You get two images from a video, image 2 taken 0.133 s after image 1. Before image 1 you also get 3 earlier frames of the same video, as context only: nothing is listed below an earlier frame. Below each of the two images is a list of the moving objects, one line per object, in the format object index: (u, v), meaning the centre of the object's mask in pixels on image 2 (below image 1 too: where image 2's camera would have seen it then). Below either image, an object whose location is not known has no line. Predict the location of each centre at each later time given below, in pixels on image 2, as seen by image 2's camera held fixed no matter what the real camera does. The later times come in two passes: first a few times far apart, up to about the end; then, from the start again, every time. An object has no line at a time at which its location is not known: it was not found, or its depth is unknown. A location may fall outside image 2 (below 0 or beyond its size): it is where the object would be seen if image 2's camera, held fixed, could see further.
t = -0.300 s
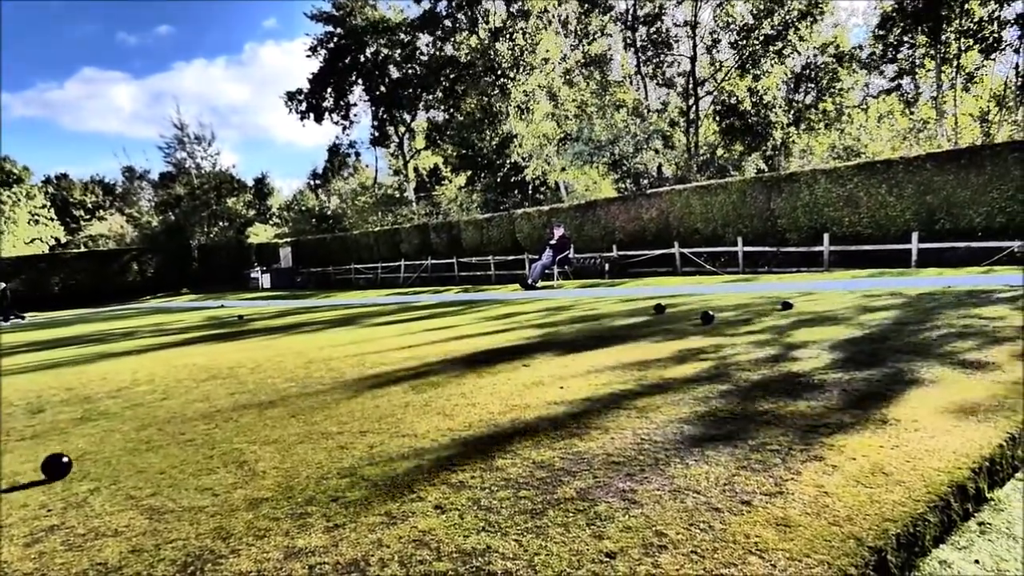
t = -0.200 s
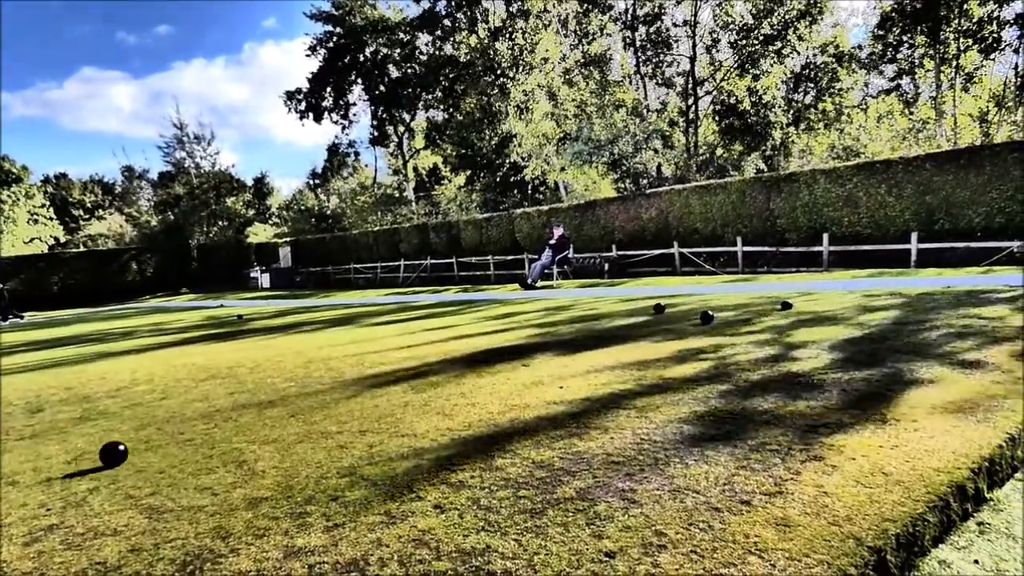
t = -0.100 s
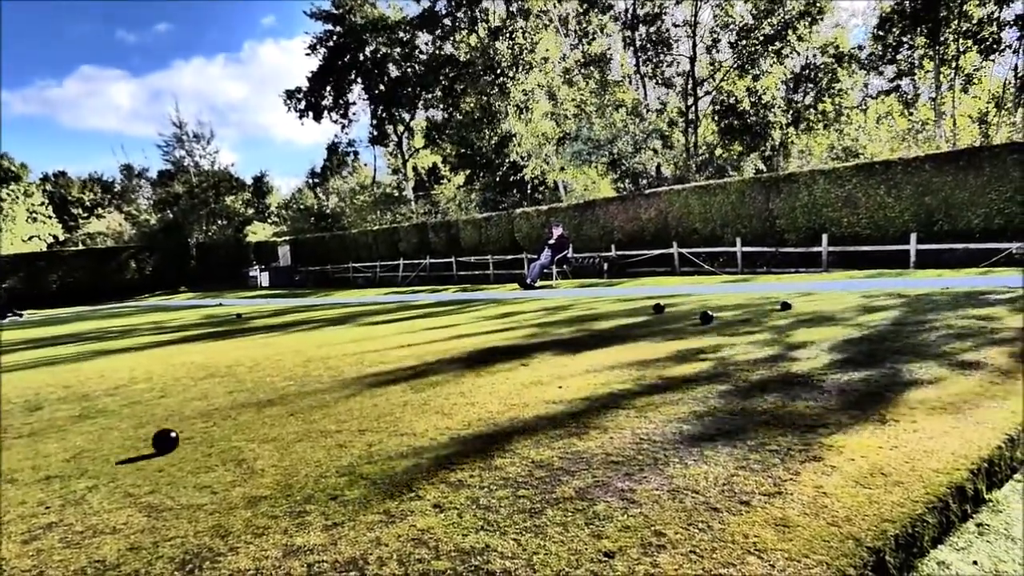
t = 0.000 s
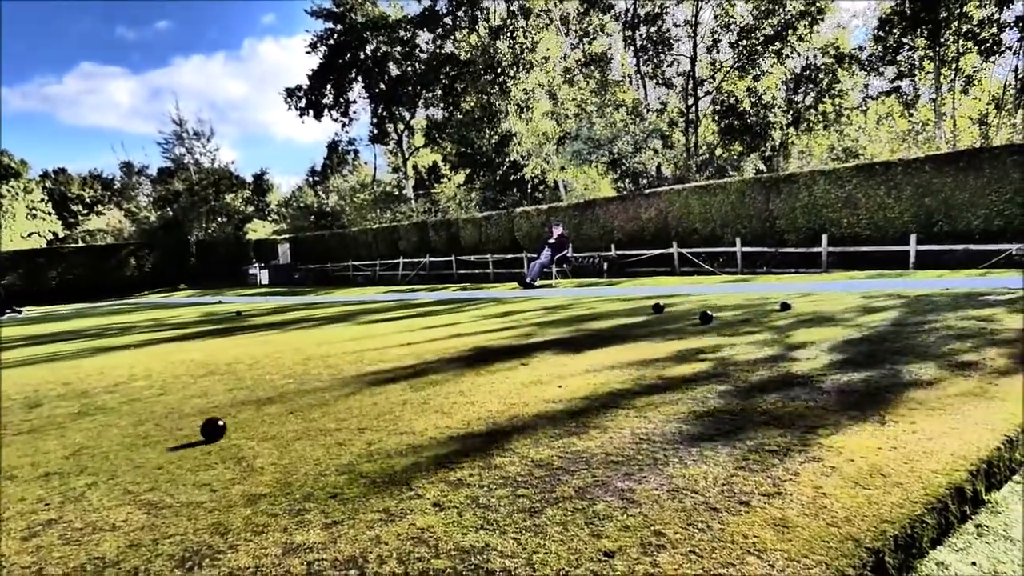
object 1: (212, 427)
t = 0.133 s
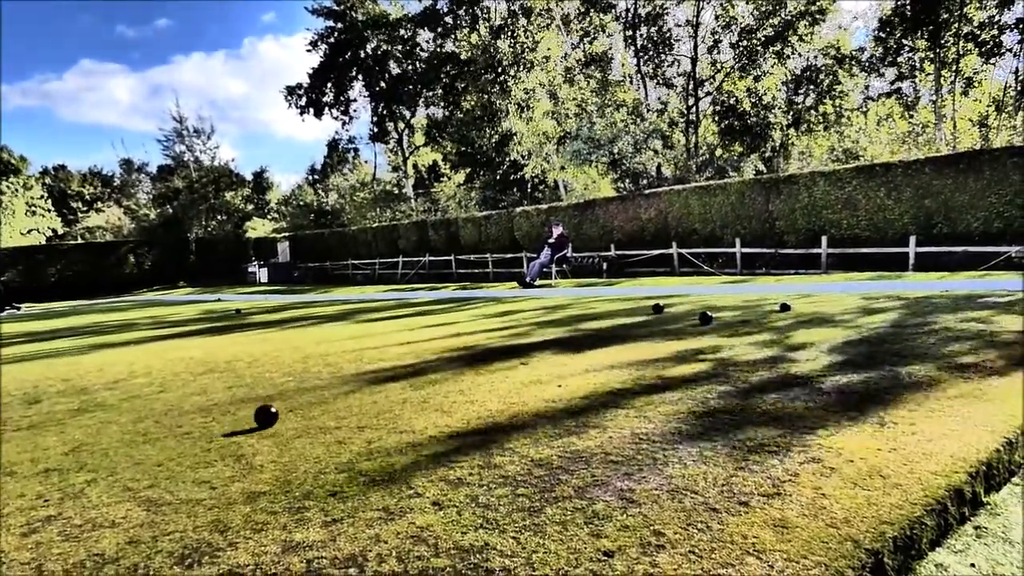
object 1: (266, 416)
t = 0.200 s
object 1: (298, 410)
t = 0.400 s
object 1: (372, 397)
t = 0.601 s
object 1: (436, 384)
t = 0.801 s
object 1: (491, 374)
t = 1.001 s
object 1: (542, 366)
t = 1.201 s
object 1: (587, 359)
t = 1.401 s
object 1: (629, 352)
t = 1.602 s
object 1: (667, 347)
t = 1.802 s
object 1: (701, 341)
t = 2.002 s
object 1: (733, 337)
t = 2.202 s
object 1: (761, 332)
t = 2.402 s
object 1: (787, 328)
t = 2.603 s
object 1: (811, 325)
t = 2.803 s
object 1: (834, 321)
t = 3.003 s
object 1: (855, 318)
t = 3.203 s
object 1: (874, 316)
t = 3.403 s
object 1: (891, 314)
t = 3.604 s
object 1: (907, 312)
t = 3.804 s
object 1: (924, 311)
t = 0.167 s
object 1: (282, 413)
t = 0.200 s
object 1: (298, 410)
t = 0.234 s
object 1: (306, 409)
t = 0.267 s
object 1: (321, 405)
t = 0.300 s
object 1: (336, 403)
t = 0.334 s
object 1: (344, 402)
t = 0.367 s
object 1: (358, 399)
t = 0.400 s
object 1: (372, 397)
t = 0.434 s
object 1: (379, 395)
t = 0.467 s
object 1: (392, 393)
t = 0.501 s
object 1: (405, 389)
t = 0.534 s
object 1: (418, 388)
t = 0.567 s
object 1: (424, 386)
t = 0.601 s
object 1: (436, 384)
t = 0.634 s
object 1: (448, 382)
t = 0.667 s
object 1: (453, 381)
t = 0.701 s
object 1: (464, 379)
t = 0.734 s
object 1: (475, 378)
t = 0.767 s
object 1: (481, 376)
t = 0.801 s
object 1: (491, 374)
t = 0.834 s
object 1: (502, 372)
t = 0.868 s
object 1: (507, 372)
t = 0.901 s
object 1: (518, 370)
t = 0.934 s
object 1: (528, 369)
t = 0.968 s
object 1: (532, 367)
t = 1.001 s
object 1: (542, 366)
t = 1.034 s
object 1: (551, 365)
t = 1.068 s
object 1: (556, 364)
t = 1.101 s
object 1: (565, 363)
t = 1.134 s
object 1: (574, 361)
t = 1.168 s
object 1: (579, 360)
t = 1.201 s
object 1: (587, 359)
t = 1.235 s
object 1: (596, 358)
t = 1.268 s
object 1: (600, 357)
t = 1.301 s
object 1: (608, 356)
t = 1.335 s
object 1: (616, 354)
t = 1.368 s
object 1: (620, 354)
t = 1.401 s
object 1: (629, 352)
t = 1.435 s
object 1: (637, 352)
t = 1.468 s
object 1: (640, 351)
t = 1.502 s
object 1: (648, 350)
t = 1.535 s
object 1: (656, 349)
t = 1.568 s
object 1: (660, 348)
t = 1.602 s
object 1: (667, 347)
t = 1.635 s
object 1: (673, 346)
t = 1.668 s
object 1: (677, 345)
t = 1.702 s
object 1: (685, 344)
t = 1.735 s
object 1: (692, 343)
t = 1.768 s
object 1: (695, 342)
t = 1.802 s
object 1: (701, 341)
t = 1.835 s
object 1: (708, 341)
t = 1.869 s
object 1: (711, 340)
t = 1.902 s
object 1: (718, 340)
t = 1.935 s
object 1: (724, 339)
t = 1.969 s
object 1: (727, 337)
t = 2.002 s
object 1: (733, 337)
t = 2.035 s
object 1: (739, 335)
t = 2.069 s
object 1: (742, 335)
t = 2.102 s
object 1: (748, 334)
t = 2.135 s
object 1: (754, 334)
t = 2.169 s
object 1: (756, 333)
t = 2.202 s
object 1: (761, 332)
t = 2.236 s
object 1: (766, 331)
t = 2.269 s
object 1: (769, 330)
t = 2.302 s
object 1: (775, 330)
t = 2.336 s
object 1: (779, 329)
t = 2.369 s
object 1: (782, 329)
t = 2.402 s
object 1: (787, 328)
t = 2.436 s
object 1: (793, 327)
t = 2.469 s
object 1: (795, 327)
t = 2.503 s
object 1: (799, 326)
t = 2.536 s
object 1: (804, 326)
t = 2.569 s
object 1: (807, 326)
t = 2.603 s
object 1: (811, 325)
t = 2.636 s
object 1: (816, 324)
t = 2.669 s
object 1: (818, 324)
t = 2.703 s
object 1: (823, 322)
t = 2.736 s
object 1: (827, 322)
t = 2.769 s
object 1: (829, 322)
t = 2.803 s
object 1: (834, 321)
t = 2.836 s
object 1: (838, 321)
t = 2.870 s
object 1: (840, 321)
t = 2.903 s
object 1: (844, 320)
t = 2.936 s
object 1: (849, 319)
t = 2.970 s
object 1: (851, 319)
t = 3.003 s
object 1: (855, 318)
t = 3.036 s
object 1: (859, 318)
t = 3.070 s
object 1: (861, 317)
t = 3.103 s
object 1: (865, 317)
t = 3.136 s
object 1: (869, 317)
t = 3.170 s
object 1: (871, 316)
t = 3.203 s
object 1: (874, 316)
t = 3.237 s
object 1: (877, 316)
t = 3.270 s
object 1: (879, 315)
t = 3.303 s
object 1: (883, 316)
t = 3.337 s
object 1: (887, 315)
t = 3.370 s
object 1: (889, 315)
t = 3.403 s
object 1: (891, 314)
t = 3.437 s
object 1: (895, 314)
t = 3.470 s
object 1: (897, 313)
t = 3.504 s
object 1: (900, 313)
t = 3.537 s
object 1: (904, 312)
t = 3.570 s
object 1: (905, 313)
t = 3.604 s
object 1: (907, 312)
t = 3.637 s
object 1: (911, 312)
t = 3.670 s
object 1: (912, 312)
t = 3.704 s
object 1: (916, 312)
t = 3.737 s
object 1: (919, 311)
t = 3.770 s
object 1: (920, 311)
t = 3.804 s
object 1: (924, 311)
